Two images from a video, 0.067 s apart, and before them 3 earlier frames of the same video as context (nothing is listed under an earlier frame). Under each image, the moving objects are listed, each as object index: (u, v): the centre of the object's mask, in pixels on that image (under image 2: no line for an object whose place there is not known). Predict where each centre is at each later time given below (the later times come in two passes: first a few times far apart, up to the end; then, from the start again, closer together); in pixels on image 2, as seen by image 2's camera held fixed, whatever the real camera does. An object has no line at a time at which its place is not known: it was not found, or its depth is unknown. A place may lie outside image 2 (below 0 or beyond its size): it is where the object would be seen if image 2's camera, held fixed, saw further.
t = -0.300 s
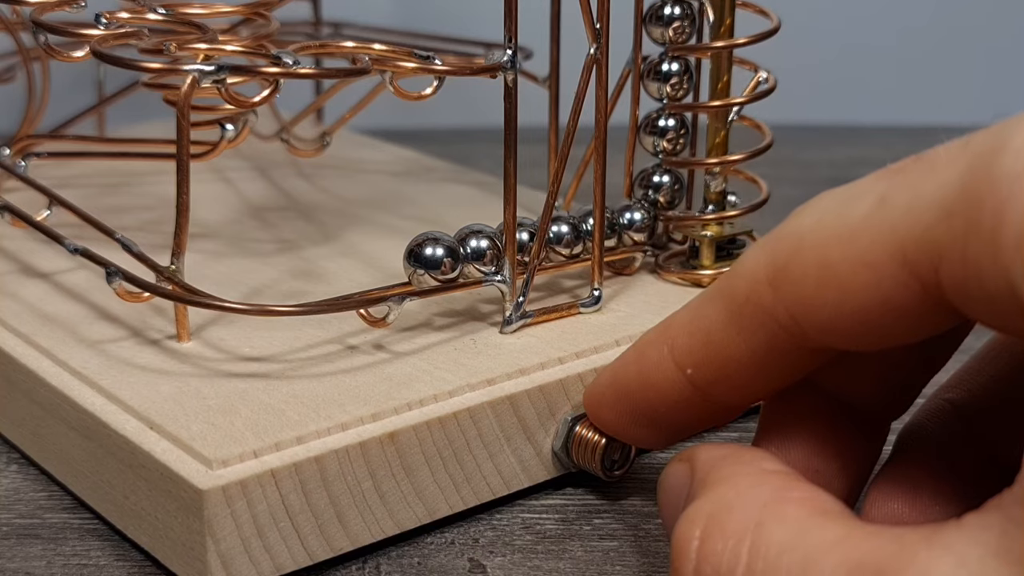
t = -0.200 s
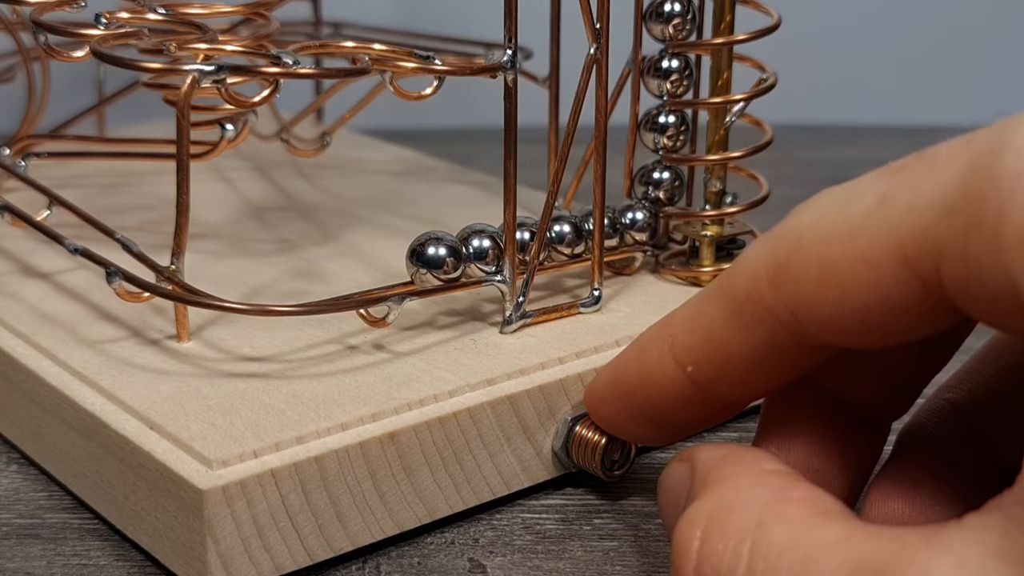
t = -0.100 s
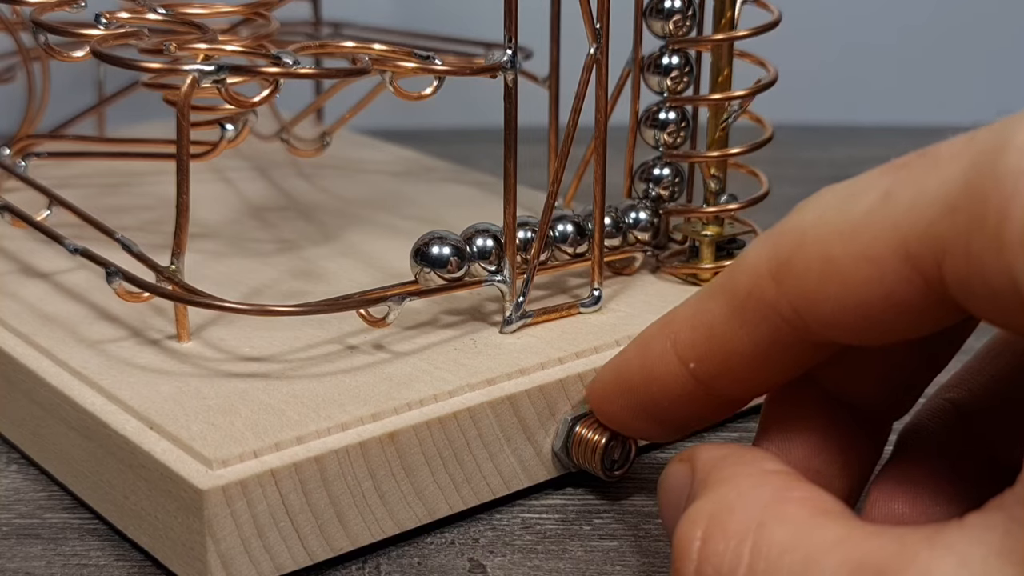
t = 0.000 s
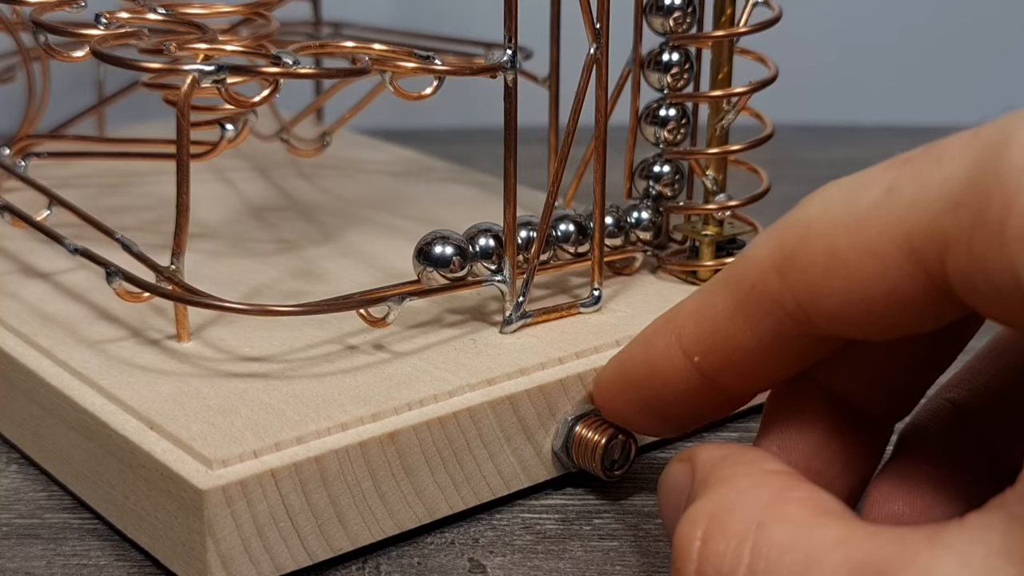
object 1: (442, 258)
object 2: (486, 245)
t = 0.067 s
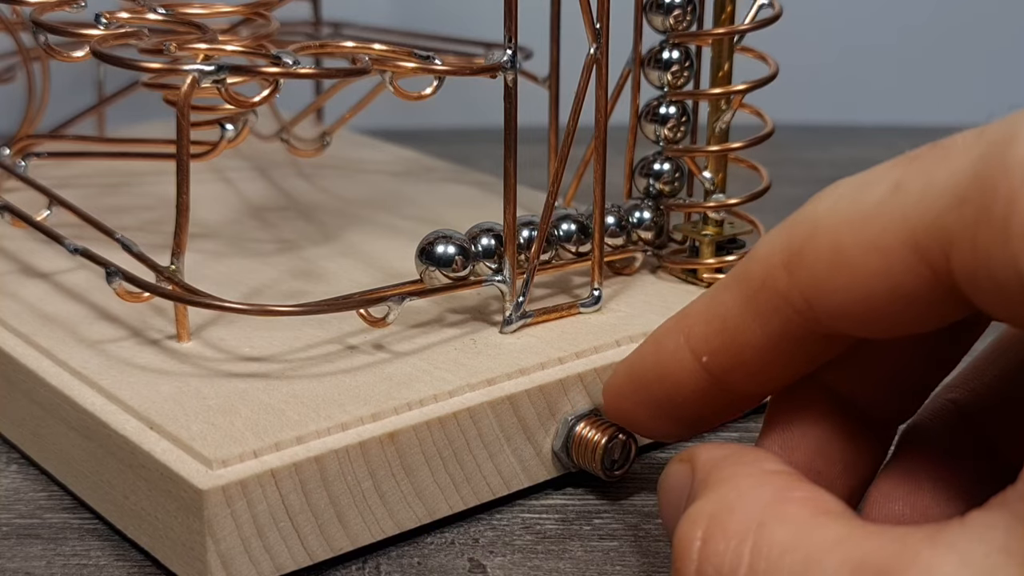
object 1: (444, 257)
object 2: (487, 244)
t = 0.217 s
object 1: (451, 256)
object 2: (490, 245)
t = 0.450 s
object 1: (461, 254)
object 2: (503, 244)
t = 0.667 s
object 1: (472, 252)
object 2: (519, 238)
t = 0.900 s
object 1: (472, 252)
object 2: (520, 238)
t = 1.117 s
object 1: (474, 252)
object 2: (524, 239)
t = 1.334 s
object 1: (476, 251)
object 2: (525, 238)
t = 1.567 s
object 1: (480, 250)
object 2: (532, 239)
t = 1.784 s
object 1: (485, 248)
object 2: (534, 239)
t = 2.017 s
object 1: (499, 247)
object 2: (551, 237)
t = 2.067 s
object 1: (503, 245)
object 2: (559, 240)
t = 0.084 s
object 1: (445, 257)
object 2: (488, 244)
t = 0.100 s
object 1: (445, 257)
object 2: (488, 244)
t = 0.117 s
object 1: (446, 257)
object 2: (488, 244)
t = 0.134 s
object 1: (447, 257)
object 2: (489, 244)
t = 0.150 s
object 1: (448, 257)
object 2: (489, 243)
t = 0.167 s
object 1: (449, 256)
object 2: (490, 243)
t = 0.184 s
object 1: (449, 256)
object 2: (490, 243)
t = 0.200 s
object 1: (450, 256)
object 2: (490, 242)
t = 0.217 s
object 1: (451, 256)
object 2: (490, 245)
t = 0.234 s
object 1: (453, 256)
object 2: (491, 245)
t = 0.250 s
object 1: (454, 256)
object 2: (492, 245)
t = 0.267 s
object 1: (455, 255)
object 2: (499, 245)
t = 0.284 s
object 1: (456, 255)
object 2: (500, 245)
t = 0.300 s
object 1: (456, 255)
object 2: (500, 245)
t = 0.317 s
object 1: (457, 255)
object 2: (501, 245)
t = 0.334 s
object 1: (457, 255)
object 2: (501, 245)
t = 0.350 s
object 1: (457, 255)
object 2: (502, 245)
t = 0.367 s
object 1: (457, 255)
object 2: (502, 245)
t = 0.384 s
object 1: (458, 255)
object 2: (502, 245)
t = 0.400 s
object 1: (458, 255)
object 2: (503, 245)
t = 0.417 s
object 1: (459, 254)
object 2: (503, 245)
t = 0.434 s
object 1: (460, 254)
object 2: (503, 245)
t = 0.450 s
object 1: (461, 254)
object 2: (503, 244)
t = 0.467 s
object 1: (461, 254)
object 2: (503, 244)
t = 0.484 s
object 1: (463, 254)
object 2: (503, 243)
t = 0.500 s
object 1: (465, 253)
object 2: (523, 243)
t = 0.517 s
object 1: (466, 253)
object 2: (523, 243)
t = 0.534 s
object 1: (467, 253)
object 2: (516, 242)
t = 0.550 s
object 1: (469, 253)
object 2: (516, 240)
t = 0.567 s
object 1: (472, 252)
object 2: (519, 239)
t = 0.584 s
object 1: (472, 252)
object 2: (519, 239)
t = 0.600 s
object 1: (472, 252)
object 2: (519, 239)
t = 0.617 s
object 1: (472, 252)
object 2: (519, 238)
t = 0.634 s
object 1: (472, 252)
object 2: (519, 239)
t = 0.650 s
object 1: (472, 252)
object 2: (524, 240)
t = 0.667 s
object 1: (472, 252)
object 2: (519, 238)
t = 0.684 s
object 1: (472, 252)
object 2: (519, 238)
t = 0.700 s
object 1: (472, 252)
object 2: (519, 238)
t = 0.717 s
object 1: (472, 252)
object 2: (519, 238)
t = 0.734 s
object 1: (472, 252)
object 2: (524, 240)
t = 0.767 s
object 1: (472, 252)
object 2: (519, 239)
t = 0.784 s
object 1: (472, 252)
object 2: (519, 239)
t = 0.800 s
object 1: (472, 252)
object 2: (524, 240)
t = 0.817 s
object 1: (472, 252)
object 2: (519, 239)
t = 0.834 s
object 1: (472, 252)
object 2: (524, 240)
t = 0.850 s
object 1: (472, 252)
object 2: (519, 238)
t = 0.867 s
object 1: (472, 252)
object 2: (524, 240)
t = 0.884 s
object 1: (472, 252)
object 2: (519, 239)
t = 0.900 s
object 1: (472, 252)
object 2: (520, 238)
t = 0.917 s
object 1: (472, 252)
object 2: (520, 238)
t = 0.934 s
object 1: (472, 252)
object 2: (524, 239)
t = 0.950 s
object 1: (473, 252)
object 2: (524, 240)
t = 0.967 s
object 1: (473, 252)
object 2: (524, 239)
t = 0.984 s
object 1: (473, 252)
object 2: (524, 239)
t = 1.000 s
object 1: (473, 252)
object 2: (524, 239)
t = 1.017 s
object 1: (473, 252)
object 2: (524, 239)
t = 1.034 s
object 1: (473, 252)
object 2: (524, 239)
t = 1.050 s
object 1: (473, 252)
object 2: (524, 239)
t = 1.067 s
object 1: (474, 252)
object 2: (524, 238)
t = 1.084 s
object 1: (474, 252)
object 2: (524, 238)
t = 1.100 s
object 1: (474, 252)
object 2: (524, 239)
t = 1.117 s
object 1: (474, 252)
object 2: (524, 239)
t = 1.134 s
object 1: (474, 252)
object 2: (524, 239)
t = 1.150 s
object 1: (474, 252)
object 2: (525, 238)
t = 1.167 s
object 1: (474, 252)
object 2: (525, 238)
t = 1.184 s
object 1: (475, 252)
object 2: (525, 238)
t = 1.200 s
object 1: (475, 252)
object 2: (525, 238)
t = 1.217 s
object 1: (475, 252)
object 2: (525, 238)
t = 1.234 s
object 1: (475, 252)
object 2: (525, 238)
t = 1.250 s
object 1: (475, 252)
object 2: (525, 238)
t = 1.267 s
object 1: (475, 251)
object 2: (525, 238)
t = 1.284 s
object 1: (475, 251)
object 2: (525, 238)
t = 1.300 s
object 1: (475, 251)
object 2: (525, 238)
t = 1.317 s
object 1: (476, 251)
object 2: (525, 238)
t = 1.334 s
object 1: (476, 251)
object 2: (525, 238)
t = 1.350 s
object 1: (476, 251)
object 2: (525, 238)
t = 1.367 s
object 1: (476, 251)
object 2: (525, 237)
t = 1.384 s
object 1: (476, 251)
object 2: (525, 237)
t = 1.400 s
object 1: (477, 251)
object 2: (525, 237)
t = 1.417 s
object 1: (477, 251)
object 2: (525, 237)
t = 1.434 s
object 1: (478, 250)
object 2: (529, 239)
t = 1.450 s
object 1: (478, 250)
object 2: (529, 239)
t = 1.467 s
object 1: (478, 250)
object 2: (529, 239)
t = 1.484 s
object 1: (479, 250)
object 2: (530, 239)
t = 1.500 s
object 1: (479, 250)
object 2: (530, 239)
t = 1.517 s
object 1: (480, 250)
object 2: (531, 239)
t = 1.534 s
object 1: (480, 250)
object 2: (531, 239)
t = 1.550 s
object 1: (480, 250)
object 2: (531, 239)
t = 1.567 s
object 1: (480, 250)
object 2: (532, 239)
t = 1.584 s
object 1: (480, 250)
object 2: (532, 239)
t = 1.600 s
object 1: (481, 250)
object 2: (532, 239)
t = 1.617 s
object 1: (481, 250)
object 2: (533, 239)
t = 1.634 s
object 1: (481, 249)
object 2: (533, 239)
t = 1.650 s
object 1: (482, 249)
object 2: (533, 239)
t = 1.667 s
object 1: (482, 249)
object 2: (533, 239)
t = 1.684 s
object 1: (482, 249)
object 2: (534, 238)
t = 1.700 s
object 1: (483, 249)
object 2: (534, 238)
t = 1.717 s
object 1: (483, 249)
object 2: (534, 239)
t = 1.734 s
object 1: (483, 249)
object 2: (534, 239)
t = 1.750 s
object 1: (484, 249)
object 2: (535, 237)
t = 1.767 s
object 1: (484, 248)
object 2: (535, 236)
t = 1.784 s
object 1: (485, 248)
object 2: (534, 239)
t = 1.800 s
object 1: (485, 248)
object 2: (535, 237)
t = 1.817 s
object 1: (486, 248)
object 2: (535, 235)
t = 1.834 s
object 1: (486, 248)
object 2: (545, 239)
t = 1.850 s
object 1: (487, 248)
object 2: (545, 239)
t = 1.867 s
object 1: (487, 247)
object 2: (545, 239)
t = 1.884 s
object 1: (495, 248)
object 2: (546, 237)
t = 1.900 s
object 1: (495, 247)
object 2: (546, 237)
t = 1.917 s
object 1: (496, 247)
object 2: (547, 237)
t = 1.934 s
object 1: (496, 247)
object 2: (547, 237)
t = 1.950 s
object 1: (496, 247)
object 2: (547, 237)
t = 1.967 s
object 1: (497, 247)
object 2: (548, 237)
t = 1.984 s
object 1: (498, 247)
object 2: (549, 237)
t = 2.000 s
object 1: (499, 247)
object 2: (550, 237)
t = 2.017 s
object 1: (499, 247)
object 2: (551, 237)
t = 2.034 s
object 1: (500, 246)
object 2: (552, 238)
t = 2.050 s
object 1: (503, 246)
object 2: (554, 237)
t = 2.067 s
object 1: (503, 245)
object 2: (559, 240)
